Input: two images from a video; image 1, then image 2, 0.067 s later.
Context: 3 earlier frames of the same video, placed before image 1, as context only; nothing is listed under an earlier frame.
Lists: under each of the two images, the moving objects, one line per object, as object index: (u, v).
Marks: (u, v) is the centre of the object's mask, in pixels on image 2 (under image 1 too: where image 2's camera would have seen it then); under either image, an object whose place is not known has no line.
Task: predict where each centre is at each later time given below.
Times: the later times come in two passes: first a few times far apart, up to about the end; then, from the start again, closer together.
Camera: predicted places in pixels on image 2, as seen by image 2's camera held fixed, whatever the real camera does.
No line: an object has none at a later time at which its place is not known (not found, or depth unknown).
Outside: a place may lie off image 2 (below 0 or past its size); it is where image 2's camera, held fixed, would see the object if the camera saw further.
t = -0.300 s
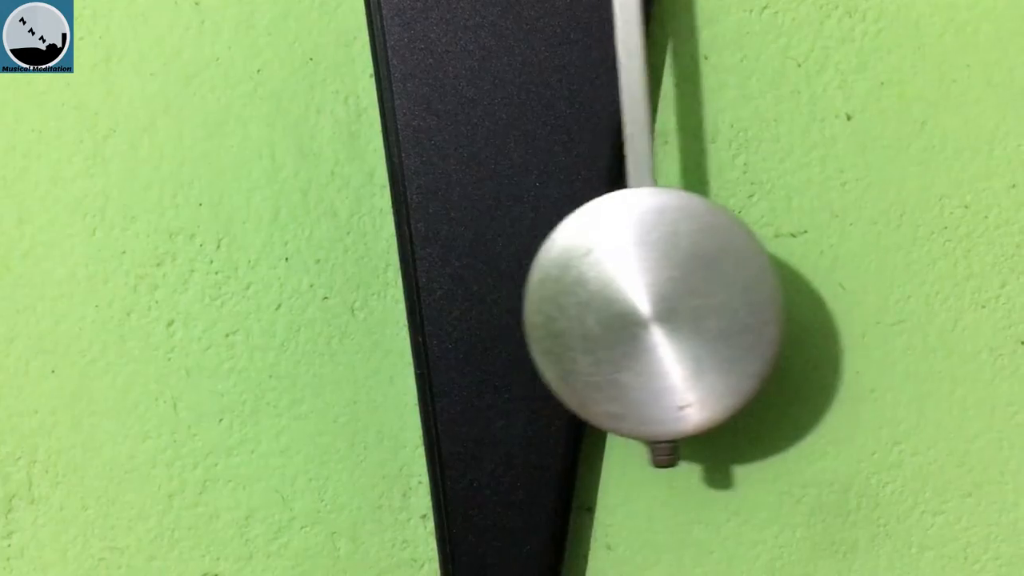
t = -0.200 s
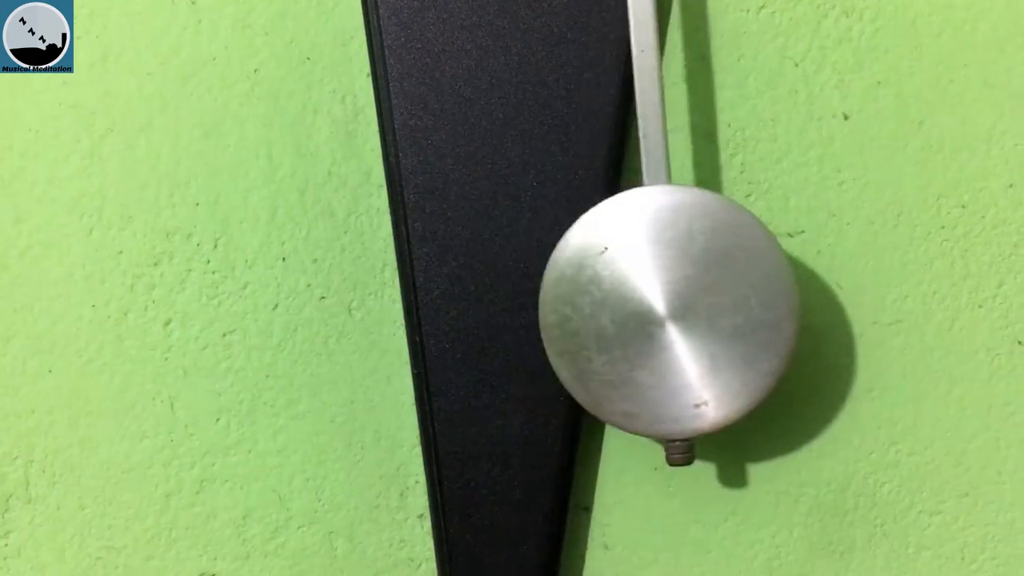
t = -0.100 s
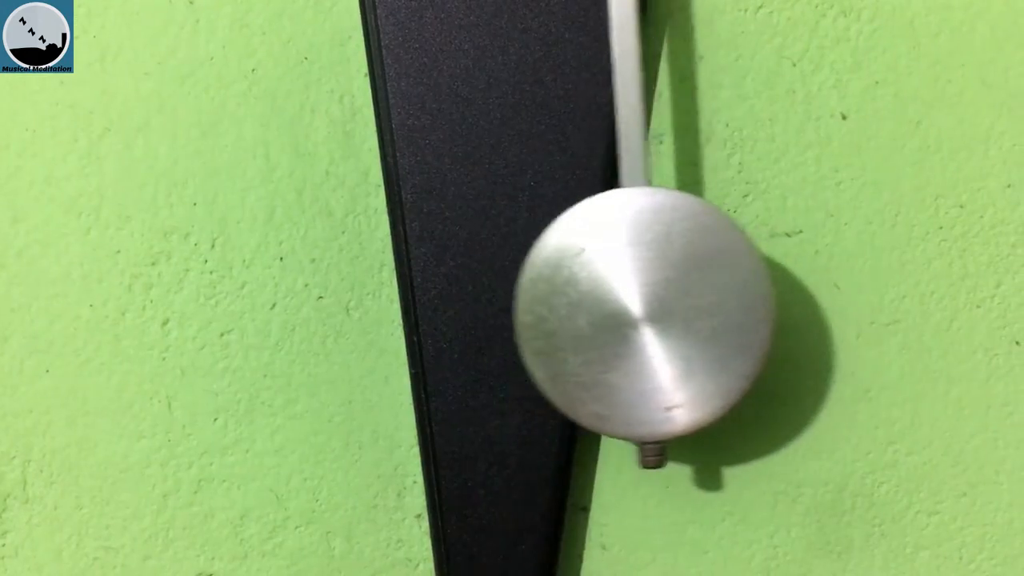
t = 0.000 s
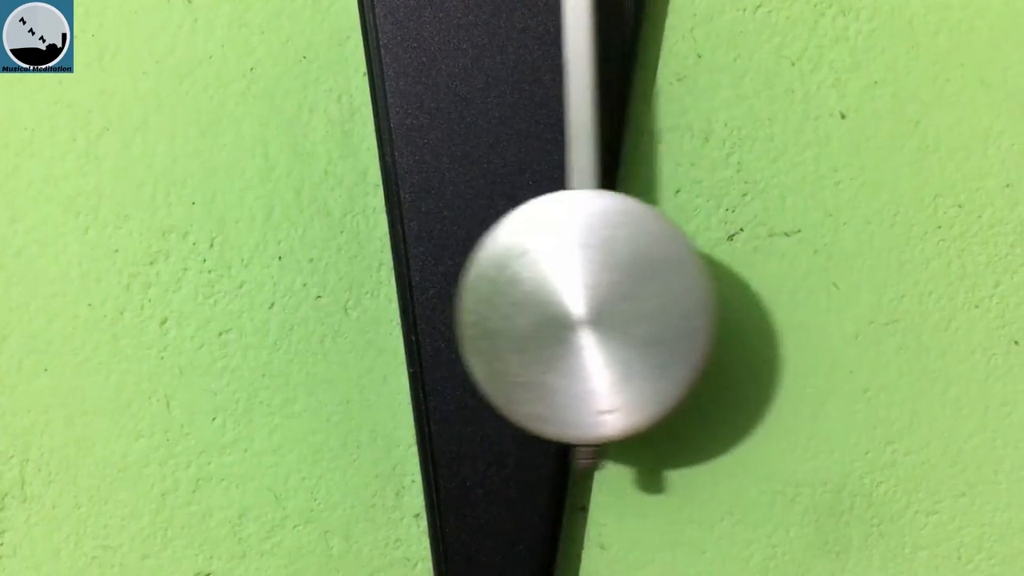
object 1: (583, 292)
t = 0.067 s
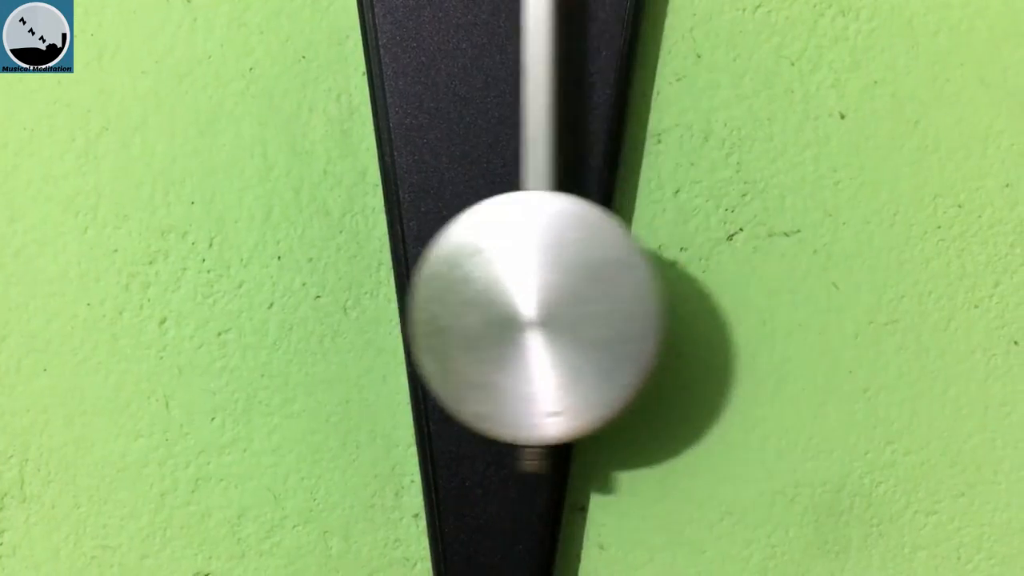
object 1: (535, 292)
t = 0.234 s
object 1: (422, 288)
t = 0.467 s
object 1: (389, 291)
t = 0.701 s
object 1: (532, 291)
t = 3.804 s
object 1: (409, 290)
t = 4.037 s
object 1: (413, 291)
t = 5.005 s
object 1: (406, 288)
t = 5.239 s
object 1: (424, 291)
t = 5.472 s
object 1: (574, 291)
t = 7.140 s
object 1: (527, 289)
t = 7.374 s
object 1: (395, 291)
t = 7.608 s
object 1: (433, 287)
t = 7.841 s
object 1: (583, 290)
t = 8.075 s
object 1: (647, 292)
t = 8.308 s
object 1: (535, 291)
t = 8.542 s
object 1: (408, 285)
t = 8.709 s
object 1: (419, 292)
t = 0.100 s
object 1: (512, 290)
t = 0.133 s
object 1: (487, 290)
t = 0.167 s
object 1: (464, 289)
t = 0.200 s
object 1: (442, 286)
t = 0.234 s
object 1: (422, 288)
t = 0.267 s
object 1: (406, 285)
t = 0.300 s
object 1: (391, 289)
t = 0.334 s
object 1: (382, 289)
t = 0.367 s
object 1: (376, 290)
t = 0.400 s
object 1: (376, 291)
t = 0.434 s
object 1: (380, 291)
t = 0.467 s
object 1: (389, 291)
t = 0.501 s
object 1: (401, 291)
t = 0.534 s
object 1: (419, 290)
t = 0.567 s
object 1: (438, 291)
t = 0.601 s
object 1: (461, 291)
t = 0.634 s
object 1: (484, 291)
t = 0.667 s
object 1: (509, 291)
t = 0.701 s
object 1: (532, 291)
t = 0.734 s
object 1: (557, 290)
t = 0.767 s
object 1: (580, 291)
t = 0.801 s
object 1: (603, 291)
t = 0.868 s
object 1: (637, 290)
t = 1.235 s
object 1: (546, 289)
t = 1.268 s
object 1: (523, 289)
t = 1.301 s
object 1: (500, 288)
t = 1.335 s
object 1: (477, 287)
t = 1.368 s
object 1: (455, 286)
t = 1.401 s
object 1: (435, 285)
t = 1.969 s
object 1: (590, 289)
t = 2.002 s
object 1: (609, 289)
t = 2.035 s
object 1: (625, 288)
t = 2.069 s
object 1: (637, 288)
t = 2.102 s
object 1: (646, 288)
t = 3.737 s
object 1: (443, 289)
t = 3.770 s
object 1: (425, 290)
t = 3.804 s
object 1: (409, 290)
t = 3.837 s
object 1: (397, 290)
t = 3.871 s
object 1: (390, 290)
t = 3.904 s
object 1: (386, 290)
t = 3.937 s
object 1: (386, 290)
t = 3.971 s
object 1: (391, 291)
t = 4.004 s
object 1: (400, 290)
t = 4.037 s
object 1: (413, 291)
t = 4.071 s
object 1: (429, 291)
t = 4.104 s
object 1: (448, 289)
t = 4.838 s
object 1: (494, 288)
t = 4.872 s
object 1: (473, 287)
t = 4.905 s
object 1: (453, 286)
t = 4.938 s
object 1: (435, 285)
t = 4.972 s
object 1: (418, 287)
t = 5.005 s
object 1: (406, 288)
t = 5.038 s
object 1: (397, 285)
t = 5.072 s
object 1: (391, 290)
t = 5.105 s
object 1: (389, 290)
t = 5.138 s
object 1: (392, 291)
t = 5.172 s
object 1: (399, 291)
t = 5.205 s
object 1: (410, 291)
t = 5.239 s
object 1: (424, 291)
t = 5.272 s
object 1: (442, 291)
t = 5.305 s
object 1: (462, 291)
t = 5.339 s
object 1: (484, 290)
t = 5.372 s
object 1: (507, 291)
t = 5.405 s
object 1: (529, 290)
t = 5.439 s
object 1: (552, 291)
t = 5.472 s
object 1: (574, 291)
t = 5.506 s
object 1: (594, 291)
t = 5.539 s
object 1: (612, 292)
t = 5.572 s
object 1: (627, 292)
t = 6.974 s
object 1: (626, 291)
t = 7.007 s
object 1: (611, 291)
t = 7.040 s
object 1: (592, 291)
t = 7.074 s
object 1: (572, 291)
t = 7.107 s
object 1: (550, 291)
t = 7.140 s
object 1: (527, 289)
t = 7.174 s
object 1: (504, 288)
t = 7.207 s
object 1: (481, 288)
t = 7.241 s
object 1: (459, 290)
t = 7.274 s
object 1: (439, 290)
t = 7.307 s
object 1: (421, 290)
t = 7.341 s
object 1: (407, 290)
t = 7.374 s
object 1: (395, 291)
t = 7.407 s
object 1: (388, 291)
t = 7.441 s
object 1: (385, 290)
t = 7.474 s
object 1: (387, 291)
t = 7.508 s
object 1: (392, 290)
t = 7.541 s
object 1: (403, 290)
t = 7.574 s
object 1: (416, 290)
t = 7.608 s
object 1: (433, 287)
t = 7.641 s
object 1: (452, 287)
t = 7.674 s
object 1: (473, 288)
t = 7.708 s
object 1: (495, 288)
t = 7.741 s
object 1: (518, 289)
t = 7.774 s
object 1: (540, 290)
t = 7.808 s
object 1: (562, 290)
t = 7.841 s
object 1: (583, 290)
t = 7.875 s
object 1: (602, 291)
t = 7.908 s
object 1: (619, 290)
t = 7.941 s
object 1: (633, 291)
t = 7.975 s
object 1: (643, 291)
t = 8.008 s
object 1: (649, 292)
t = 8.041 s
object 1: (650, 292)
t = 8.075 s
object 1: (647, 292)
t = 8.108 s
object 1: (640, 292)
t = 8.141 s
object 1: (629, 292)
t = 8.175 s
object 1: (615, 292)
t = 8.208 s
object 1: (598, 292)
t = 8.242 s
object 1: (578, 291)
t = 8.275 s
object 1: (557, 291)
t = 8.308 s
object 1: (535, 291)
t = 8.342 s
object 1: (513, 290)
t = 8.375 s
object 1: (492, 289)
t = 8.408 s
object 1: (471, 289)
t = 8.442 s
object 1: (451, 288)
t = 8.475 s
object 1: (433, 287)
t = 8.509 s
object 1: (419, 286)
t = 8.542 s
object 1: (408, 285)
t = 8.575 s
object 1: (399, 286)
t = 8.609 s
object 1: (394, 291)
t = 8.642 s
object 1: (399, 291)
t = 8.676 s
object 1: (407, 292)
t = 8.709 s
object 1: (419, 292)
